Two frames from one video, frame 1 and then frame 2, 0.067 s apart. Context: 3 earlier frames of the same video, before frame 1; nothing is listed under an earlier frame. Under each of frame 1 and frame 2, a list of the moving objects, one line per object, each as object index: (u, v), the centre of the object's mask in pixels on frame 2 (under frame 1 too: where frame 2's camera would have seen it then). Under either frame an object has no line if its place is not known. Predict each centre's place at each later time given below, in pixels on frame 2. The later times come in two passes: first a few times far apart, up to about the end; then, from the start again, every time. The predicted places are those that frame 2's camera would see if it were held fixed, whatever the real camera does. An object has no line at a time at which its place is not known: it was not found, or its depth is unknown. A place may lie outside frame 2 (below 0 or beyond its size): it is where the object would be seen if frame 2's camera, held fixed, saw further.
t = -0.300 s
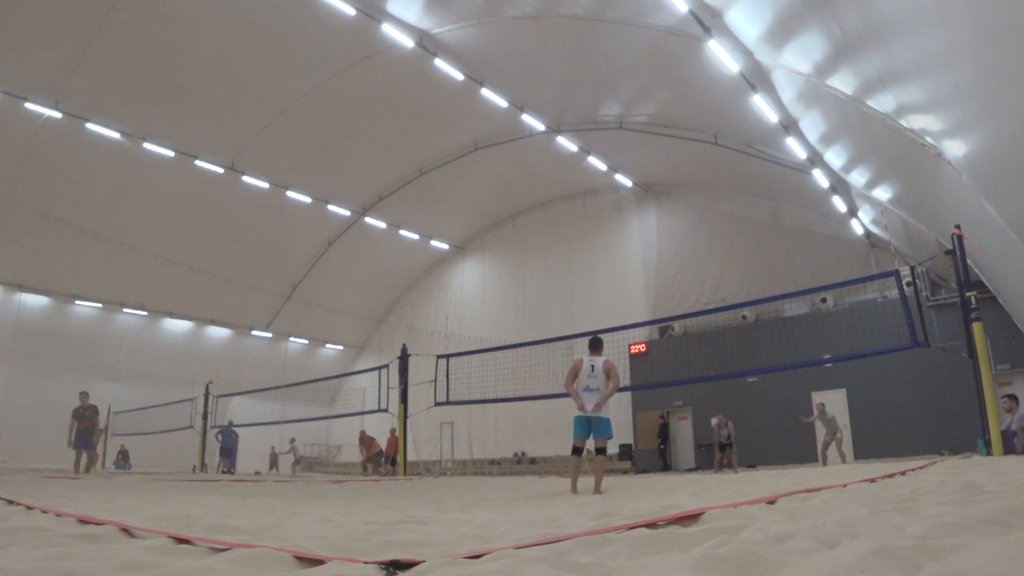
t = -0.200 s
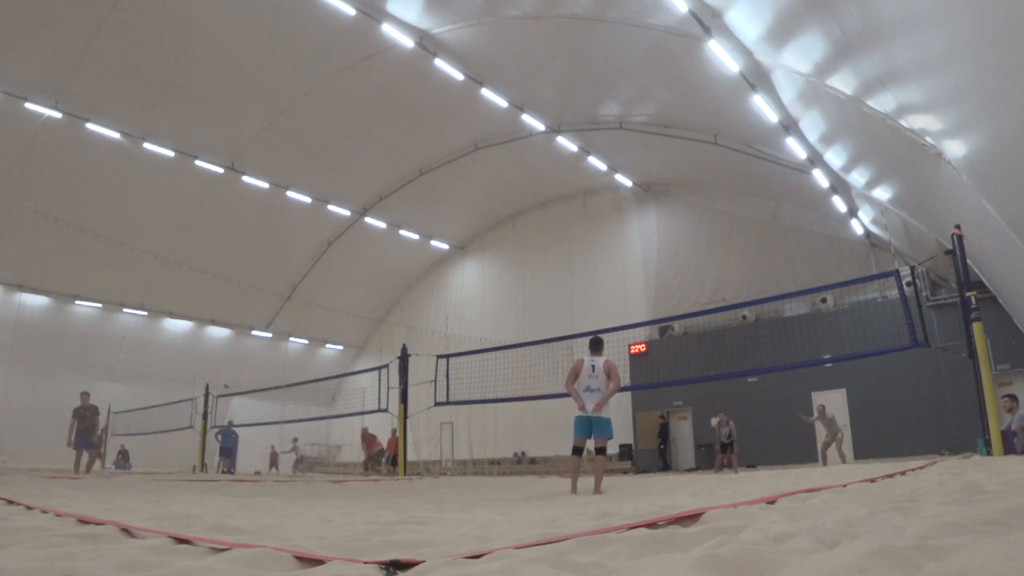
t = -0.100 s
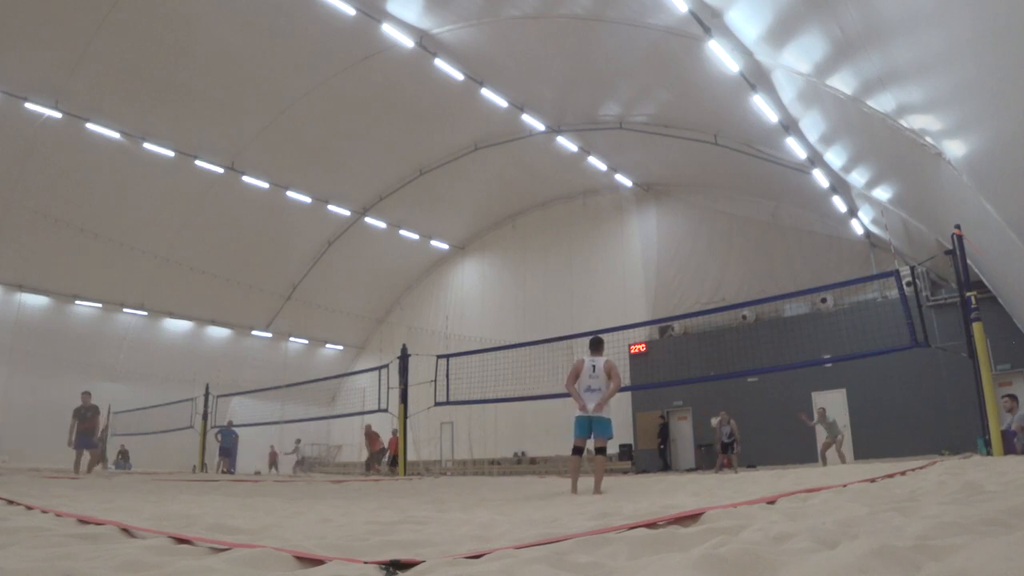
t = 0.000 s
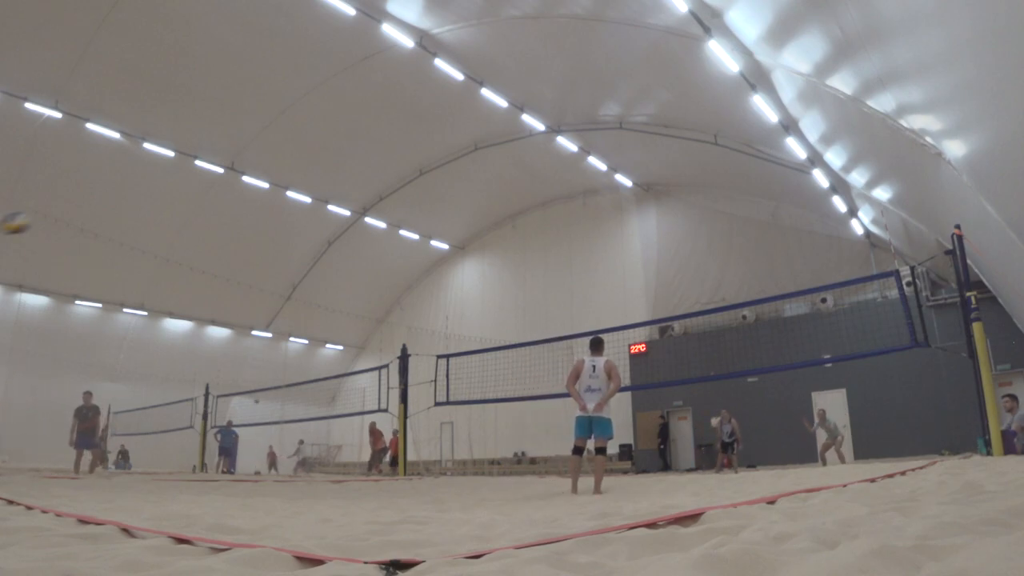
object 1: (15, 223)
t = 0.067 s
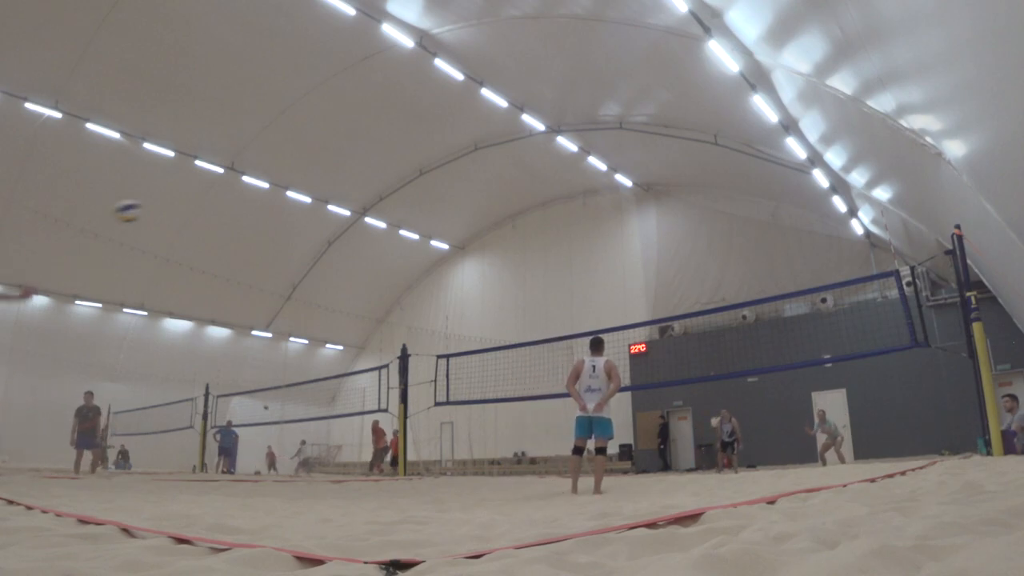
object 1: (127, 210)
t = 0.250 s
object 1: (376, 202)
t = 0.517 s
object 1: (609, 239)
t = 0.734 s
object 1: (733, 289)
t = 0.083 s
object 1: (154, 208)
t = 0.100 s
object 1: (179, 206)
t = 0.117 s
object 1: (204, 205)
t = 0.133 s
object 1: (228, 203)
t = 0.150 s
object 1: (251, 202)
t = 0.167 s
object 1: (274, 200)
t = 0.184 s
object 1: (293, 204)
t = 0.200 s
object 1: (318, 202)
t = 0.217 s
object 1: (340, 200)
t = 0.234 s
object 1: (356, 202)
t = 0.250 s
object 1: (376, 202)
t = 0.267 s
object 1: (395, 203)
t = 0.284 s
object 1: (413, 204)
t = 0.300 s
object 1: (429, 206)
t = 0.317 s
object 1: (447, 208)
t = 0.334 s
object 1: (463, 210)
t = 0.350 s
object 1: (478, 212)
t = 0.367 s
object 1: (493, 214)
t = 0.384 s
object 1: (508, 216)
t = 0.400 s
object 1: (521, 219)
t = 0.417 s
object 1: (535, 221)
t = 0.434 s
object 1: (549, 224)
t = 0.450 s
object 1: (562, 226)
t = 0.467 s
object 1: (574, 229)
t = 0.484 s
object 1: (585, 233)
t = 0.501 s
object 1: (597, 236)
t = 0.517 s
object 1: (609, 239)
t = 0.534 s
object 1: (621, 243)
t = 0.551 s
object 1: (632, 247)
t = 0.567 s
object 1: (642, 250)
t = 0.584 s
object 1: (653, 253)
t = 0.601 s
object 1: (663, 257)
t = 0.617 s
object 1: (673, 261)
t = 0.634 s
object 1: (682, 265)
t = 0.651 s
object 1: (691, 269)
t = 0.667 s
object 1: (700, 273)
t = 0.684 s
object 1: (708, 276)
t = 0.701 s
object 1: (718, 280)
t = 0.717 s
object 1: (726, 284)
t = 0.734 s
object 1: (733, 289)
